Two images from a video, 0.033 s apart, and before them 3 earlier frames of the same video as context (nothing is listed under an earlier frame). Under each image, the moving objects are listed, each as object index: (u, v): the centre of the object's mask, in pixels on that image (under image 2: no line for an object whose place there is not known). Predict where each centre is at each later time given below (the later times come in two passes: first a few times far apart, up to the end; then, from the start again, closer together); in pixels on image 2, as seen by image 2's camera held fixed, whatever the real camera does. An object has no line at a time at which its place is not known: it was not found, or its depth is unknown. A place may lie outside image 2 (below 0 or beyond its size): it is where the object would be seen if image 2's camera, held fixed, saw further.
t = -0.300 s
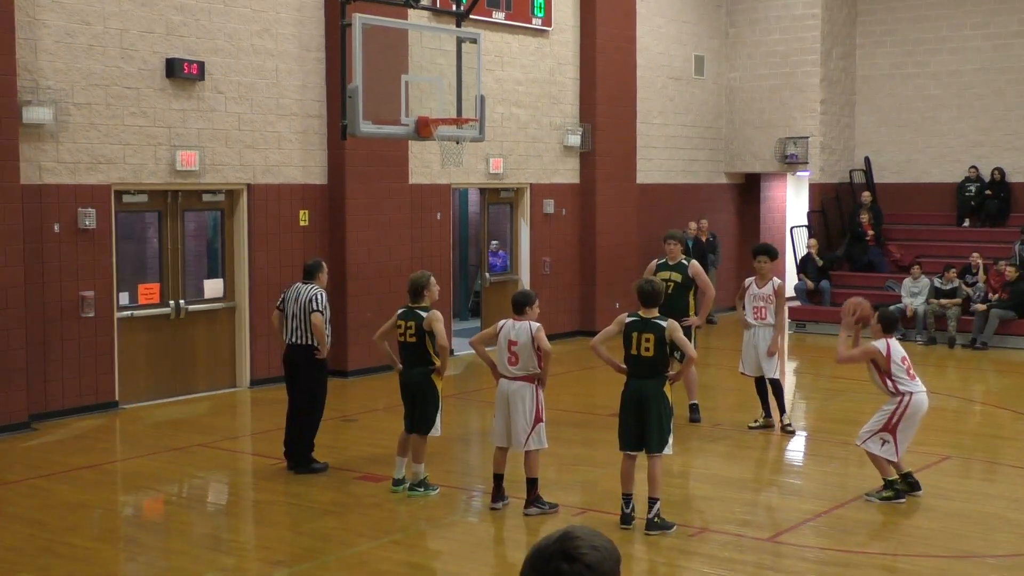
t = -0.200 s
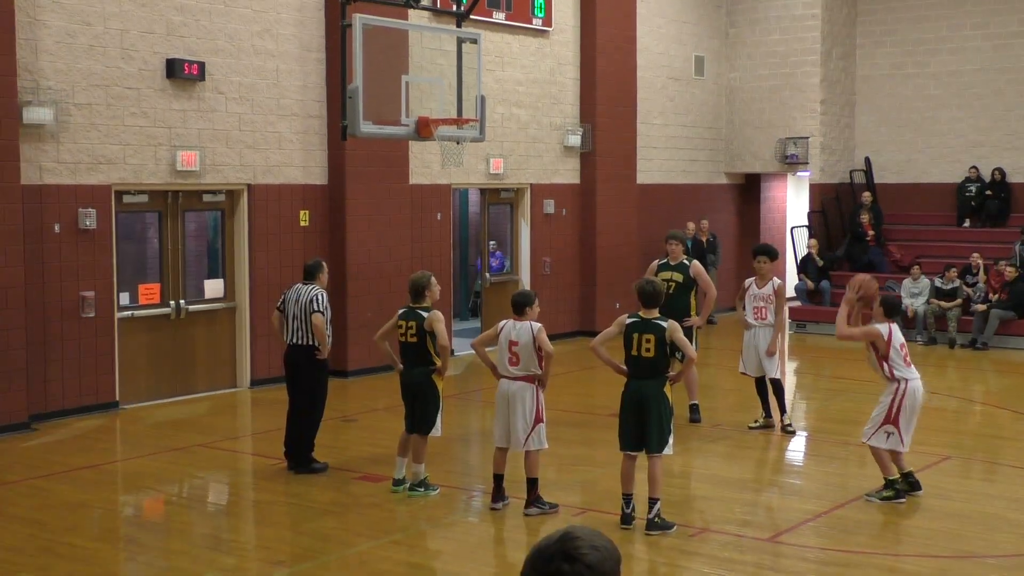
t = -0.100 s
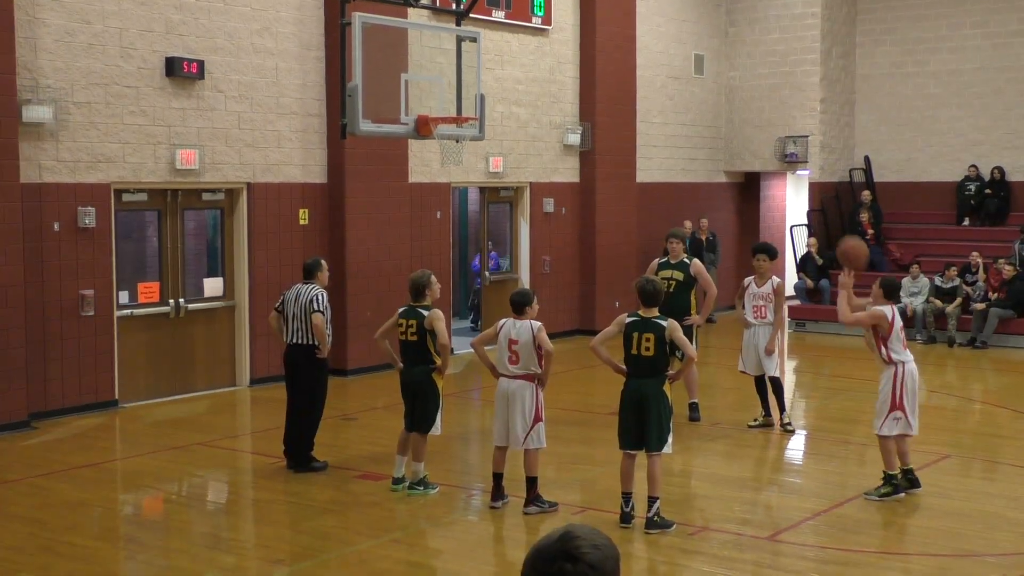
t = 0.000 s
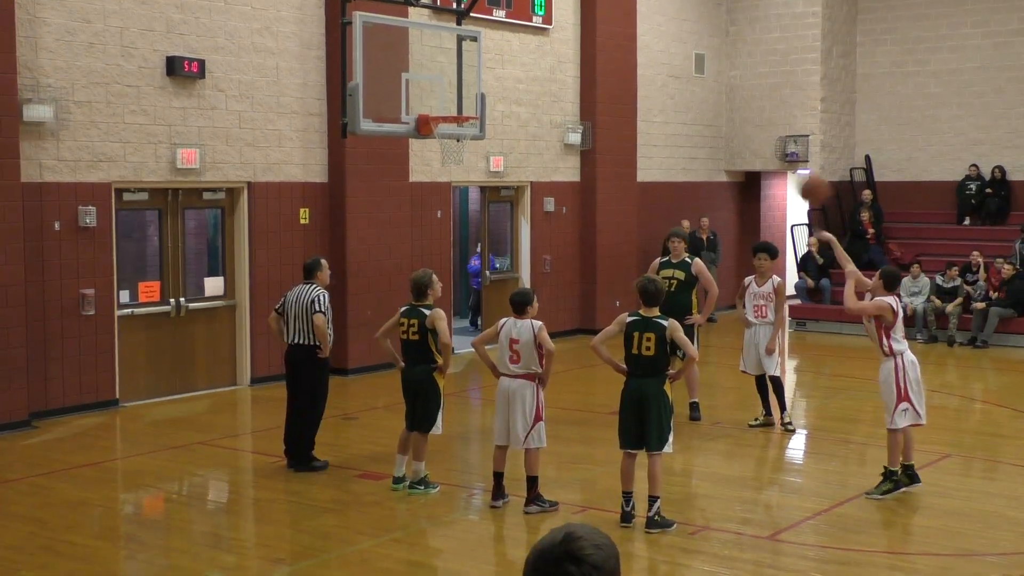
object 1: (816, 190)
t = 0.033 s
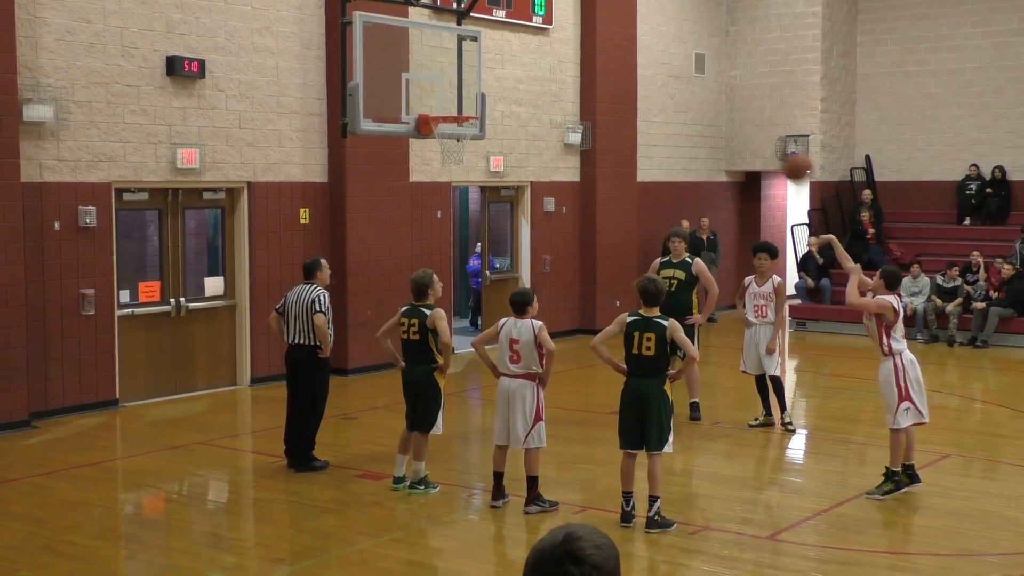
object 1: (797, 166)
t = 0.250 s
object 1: (699, 75)
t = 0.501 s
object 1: (597, 40)
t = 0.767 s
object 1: (500, 80)
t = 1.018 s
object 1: (448, 108)
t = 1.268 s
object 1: (458, 105)
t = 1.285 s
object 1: (459, 106)
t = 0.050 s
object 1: (789, 158)
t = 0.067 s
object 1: (783, 150)
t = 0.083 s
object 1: (773, 141)
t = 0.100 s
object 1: (766, 132)
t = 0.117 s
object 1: (759, 124)
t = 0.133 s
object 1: (751, 117)
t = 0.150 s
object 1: (743, 110)
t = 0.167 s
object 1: (735, 103)
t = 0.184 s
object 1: (728, 97)
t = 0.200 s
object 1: (721, 91)
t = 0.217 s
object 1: (714, 85)
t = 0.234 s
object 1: (706, 80)
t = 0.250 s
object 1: (699, 75)
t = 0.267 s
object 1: (692, 70)
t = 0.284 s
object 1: (685, 66)
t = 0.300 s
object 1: (678, 62)
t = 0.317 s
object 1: (670, 58)
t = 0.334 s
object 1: (663, 55)
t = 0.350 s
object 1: (656, 52)
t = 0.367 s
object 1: (650, 49)
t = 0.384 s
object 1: (643, 47)
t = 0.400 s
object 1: (636, 45)
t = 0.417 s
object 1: (630, 44)
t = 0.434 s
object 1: (624, 42)
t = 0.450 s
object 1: (617, 41)
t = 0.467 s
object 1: (610, 40)
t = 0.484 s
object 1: (604, 40)
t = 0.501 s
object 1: (597, 40)
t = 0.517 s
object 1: (591, 40)
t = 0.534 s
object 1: (585, 41)
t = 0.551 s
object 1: (578, 42)
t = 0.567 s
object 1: (572, 44)
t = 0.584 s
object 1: (565, 45)
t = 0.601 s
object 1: (559, 47)
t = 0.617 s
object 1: (553, 49)
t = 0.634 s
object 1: (547, 51)
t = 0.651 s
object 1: (541, 54)
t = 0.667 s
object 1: (535, 57)
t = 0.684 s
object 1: (529, 60)
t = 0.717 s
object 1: (517, 67)
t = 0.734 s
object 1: (511, 71)
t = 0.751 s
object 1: (506, 76)
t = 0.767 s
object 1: (500, 80)
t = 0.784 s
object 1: (495, 85)
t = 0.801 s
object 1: (489, 90)
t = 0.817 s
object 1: (483, 95)
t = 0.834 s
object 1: (478, 100)
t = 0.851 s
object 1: (473, 105)
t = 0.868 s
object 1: (470, 105)
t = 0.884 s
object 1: (466, 105)
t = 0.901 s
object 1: (463, 105)
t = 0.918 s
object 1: (460, 106)
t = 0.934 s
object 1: (457, 107)
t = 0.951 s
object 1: (453, 108)
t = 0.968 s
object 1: (450, 108)
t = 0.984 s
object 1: (448, 110)
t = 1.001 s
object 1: (448, 109)
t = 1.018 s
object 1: (448, 108)
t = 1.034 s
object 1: (448, 108)
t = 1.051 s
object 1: (449, 107)
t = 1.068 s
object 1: (450, 107)
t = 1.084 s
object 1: (450, 107)
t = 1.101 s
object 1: (451, 107)
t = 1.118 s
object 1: (452, 107)
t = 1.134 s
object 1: (452, 106)
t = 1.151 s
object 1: (453, 105)
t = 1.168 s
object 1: (454, 104)
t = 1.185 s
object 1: (455, 104)
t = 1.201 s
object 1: (455, 104)
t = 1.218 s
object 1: (456, 104)
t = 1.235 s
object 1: (457, 104)
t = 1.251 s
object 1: (458, 105)
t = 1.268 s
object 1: (458, 105)
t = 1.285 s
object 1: (459, 106)
